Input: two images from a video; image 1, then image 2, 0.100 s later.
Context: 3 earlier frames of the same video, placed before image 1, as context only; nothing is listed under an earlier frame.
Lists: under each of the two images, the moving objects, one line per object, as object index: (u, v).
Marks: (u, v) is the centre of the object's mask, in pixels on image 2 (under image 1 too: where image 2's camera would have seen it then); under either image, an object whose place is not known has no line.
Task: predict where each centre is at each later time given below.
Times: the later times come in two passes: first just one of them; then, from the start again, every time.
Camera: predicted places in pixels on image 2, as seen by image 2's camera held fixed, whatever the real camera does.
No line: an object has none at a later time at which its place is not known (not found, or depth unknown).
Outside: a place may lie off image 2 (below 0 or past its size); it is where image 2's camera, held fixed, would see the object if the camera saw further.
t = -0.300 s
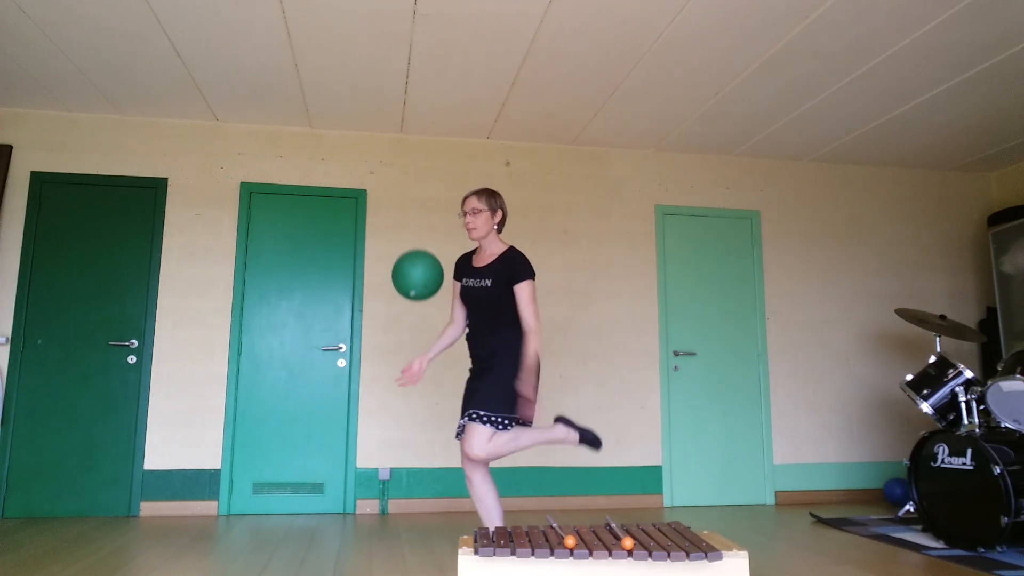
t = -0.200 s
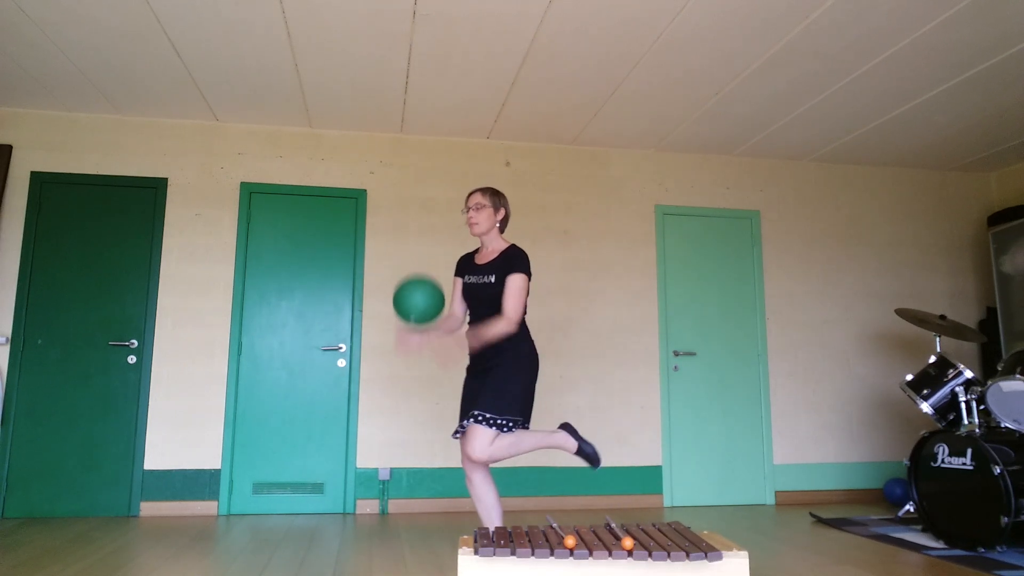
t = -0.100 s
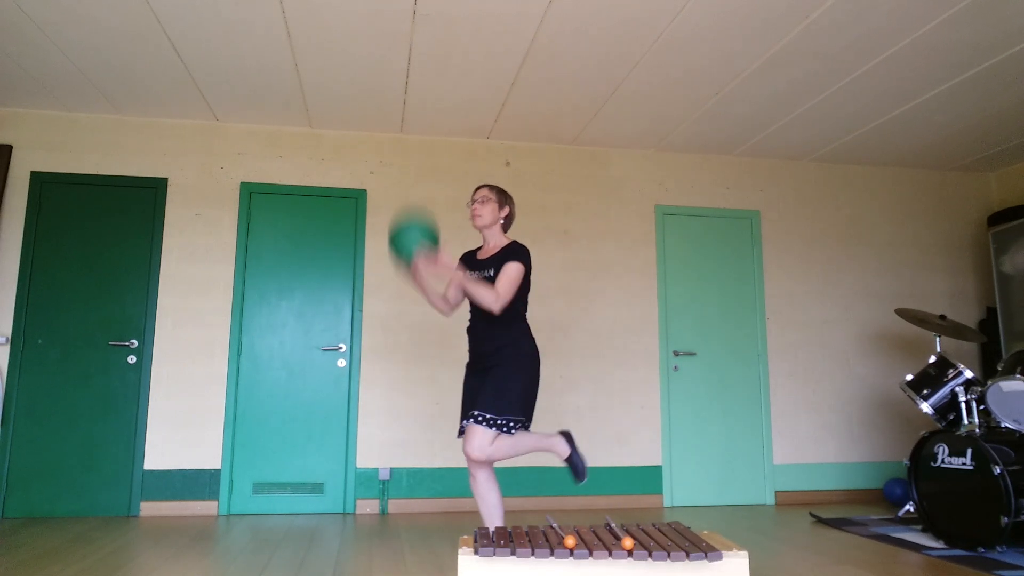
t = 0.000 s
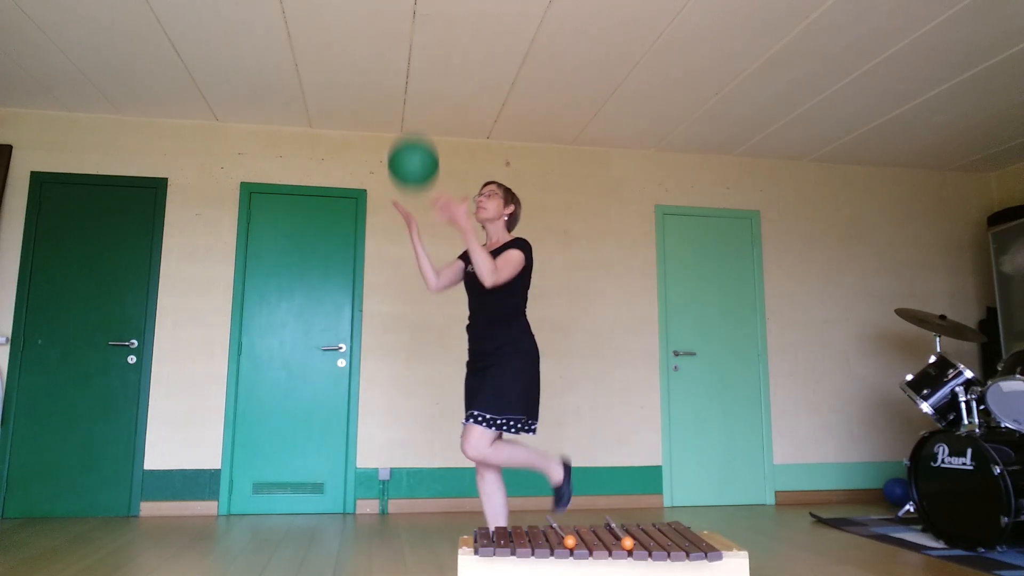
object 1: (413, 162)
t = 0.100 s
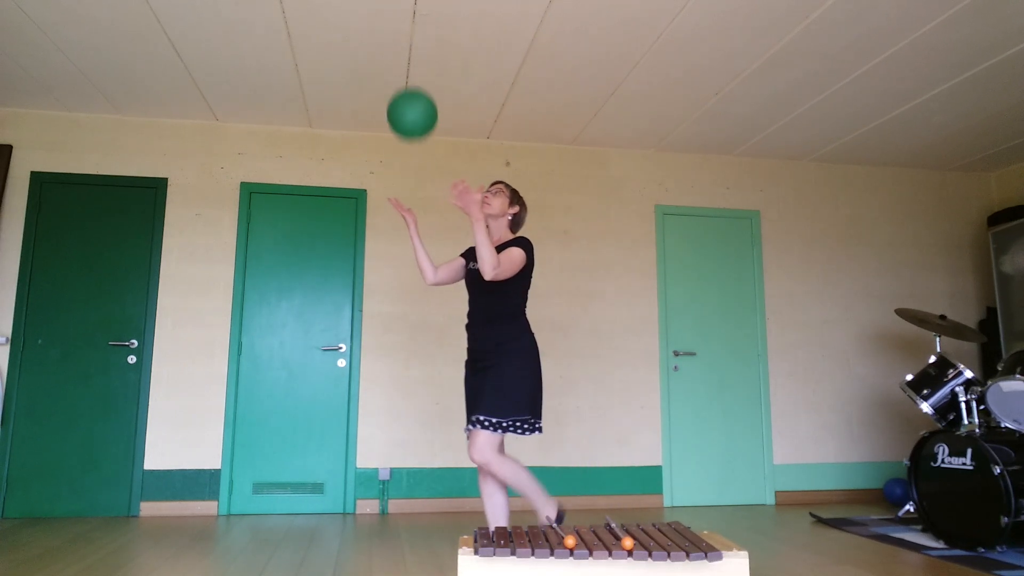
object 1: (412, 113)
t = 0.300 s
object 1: (408, 87)
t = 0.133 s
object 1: (412, 103)
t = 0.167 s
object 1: (411, 95)
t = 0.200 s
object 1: (411, 89)
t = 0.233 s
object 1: (410, 86)
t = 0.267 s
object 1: (409, 86)
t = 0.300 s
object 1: (408, 87)
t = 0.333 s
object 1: (407, 91)
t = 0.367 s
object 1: (406, 97)
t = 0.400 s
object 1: (405, 106)
